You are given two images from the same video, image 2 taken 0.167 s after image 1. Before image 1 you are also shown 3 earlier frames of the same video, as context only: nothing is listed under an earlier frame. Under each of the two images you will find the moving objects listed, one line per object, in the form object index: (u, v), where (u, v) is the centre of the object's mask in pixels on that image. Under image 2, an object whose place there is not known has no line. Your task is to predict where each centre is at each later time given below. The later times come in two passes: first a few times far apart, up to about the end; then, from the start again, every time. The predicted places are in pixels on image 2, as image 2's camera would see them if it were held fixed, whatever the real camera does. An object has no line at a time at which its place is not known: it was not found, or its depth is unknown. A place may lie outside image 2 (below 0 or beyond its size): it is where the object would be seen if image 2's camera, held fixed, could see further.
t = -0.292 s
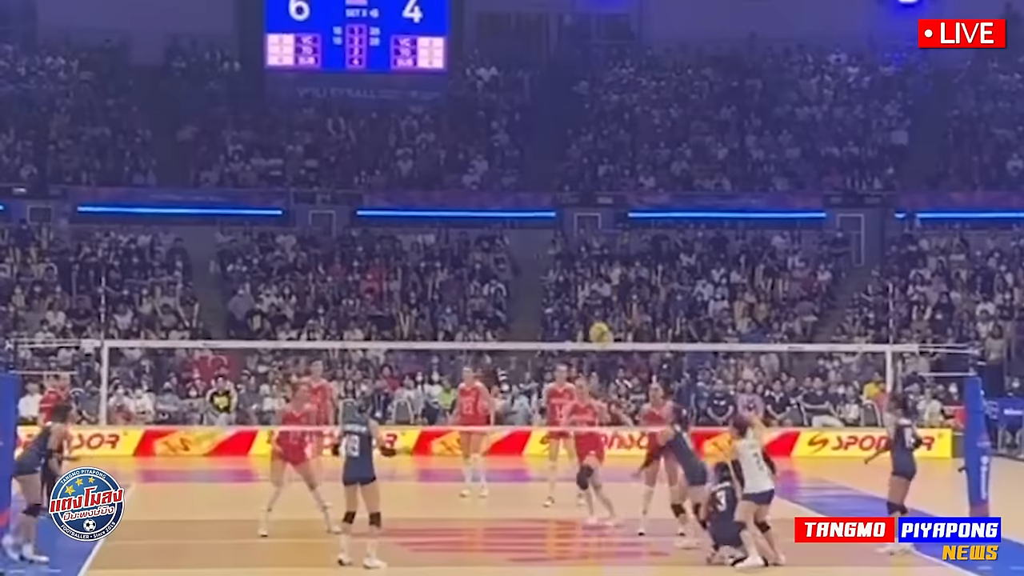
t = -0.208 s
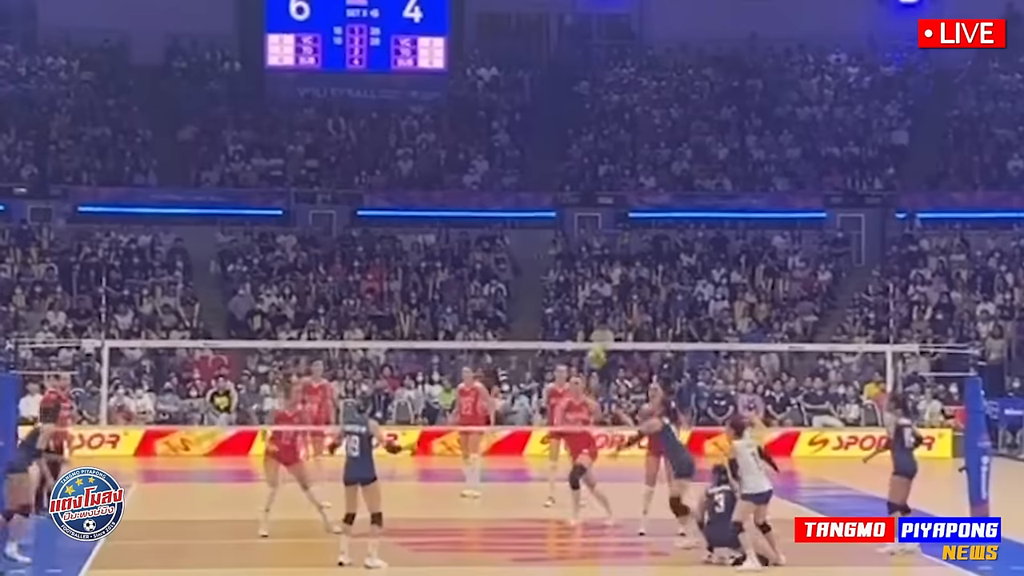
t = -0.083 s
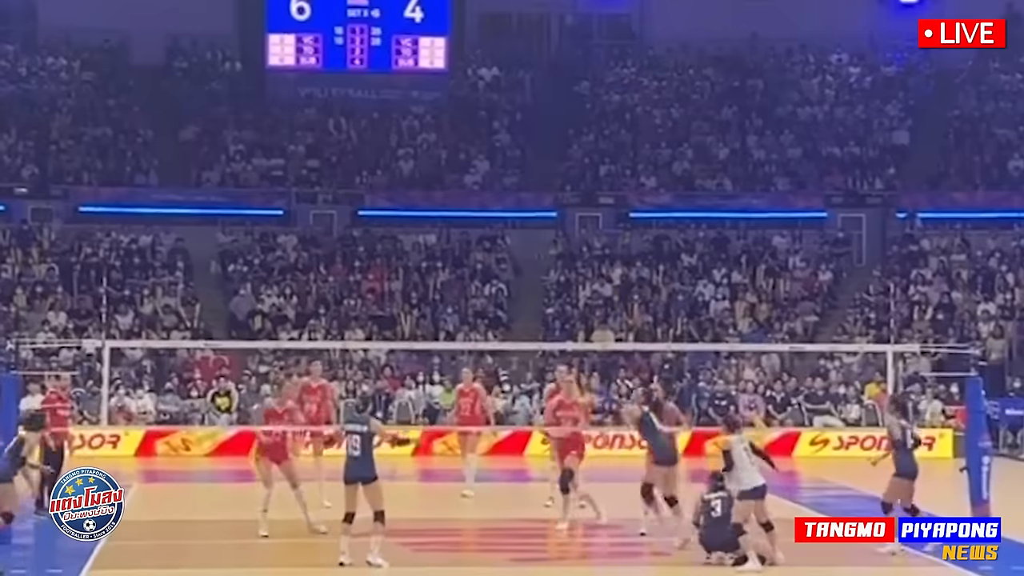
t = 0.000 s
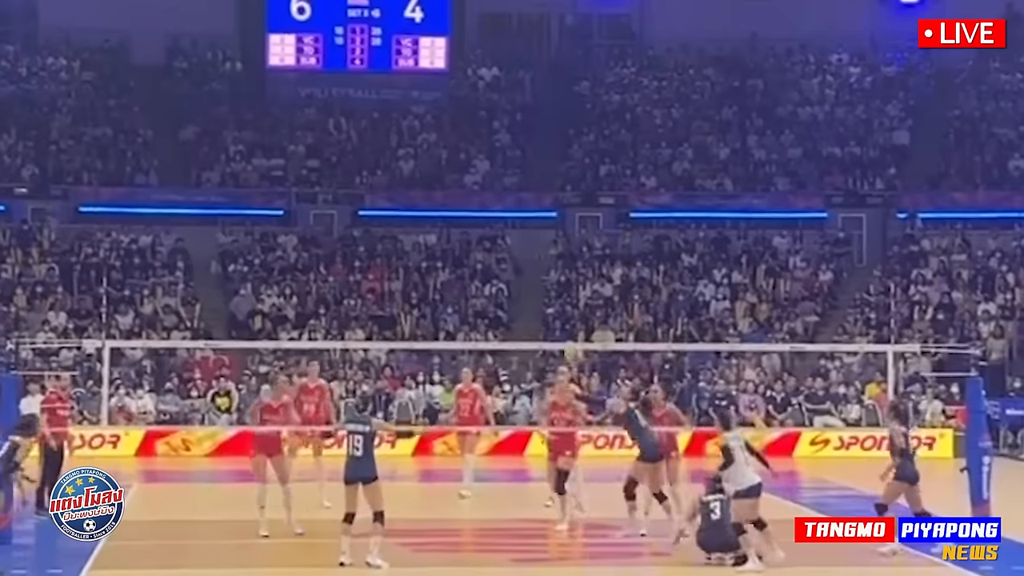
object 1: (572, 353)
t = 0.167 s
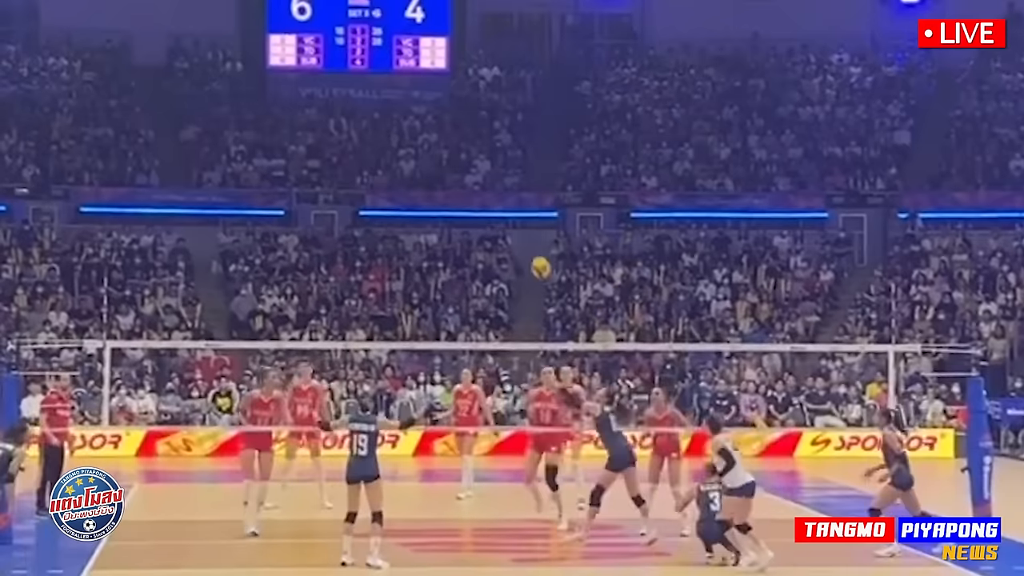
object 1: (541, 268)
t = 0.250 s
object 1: (524, 230)
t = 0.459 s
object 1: (482, 155)
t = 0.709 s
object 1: (432, 99)
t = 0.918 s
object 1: (390, 81)
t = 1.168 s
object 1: (341, 90)
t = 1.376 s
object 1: (299, 125)
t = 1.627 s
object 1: (251, 197)
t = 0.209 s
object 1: (532, 248)
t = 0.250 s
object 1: (524, 230)
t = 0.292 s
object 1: (515, 213)
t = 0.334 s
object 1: (507, 197)
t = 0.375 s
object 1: (499, 182)
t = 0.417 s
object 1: (490, 168)
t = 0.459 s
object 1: (482, 155)
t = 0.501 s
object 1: (473, 144)
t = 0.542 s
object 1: (465, 133)
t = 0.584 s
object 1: (456, 123)
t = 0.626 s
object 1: (448, 114)
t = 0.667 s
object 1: (440, 106)
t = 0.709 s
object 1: (432, 99)
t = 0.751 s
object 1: (423, 94)
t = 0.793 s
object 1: (415, 89)
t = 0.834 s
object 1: (406, 85)
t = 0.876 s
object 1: (398, 83)
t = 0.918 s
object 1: (390, 81)
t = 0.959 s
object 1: (381, 80)
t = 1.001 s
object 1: (373, 80)
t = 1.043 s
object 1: (365, 81)
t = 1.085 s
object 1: (357, 83)
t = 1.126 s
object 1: (349, 86)
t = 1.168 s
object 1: (341, 90)
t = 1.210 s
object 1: (332, 95)
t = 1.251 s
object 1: (324, 101)
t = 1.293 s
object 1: (315, 108)
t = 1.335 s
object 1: (307, 116)
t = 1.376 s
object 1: (299, 125)
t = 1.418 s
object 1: (290, 134)
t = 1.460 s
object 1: (283, 145)
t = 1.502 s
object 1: (275, 157)
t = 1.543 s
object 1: (266, 169)
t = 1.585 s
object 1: (258, 183)
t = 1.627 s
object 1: (251, 197)
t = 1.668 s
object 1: (243, 212)
